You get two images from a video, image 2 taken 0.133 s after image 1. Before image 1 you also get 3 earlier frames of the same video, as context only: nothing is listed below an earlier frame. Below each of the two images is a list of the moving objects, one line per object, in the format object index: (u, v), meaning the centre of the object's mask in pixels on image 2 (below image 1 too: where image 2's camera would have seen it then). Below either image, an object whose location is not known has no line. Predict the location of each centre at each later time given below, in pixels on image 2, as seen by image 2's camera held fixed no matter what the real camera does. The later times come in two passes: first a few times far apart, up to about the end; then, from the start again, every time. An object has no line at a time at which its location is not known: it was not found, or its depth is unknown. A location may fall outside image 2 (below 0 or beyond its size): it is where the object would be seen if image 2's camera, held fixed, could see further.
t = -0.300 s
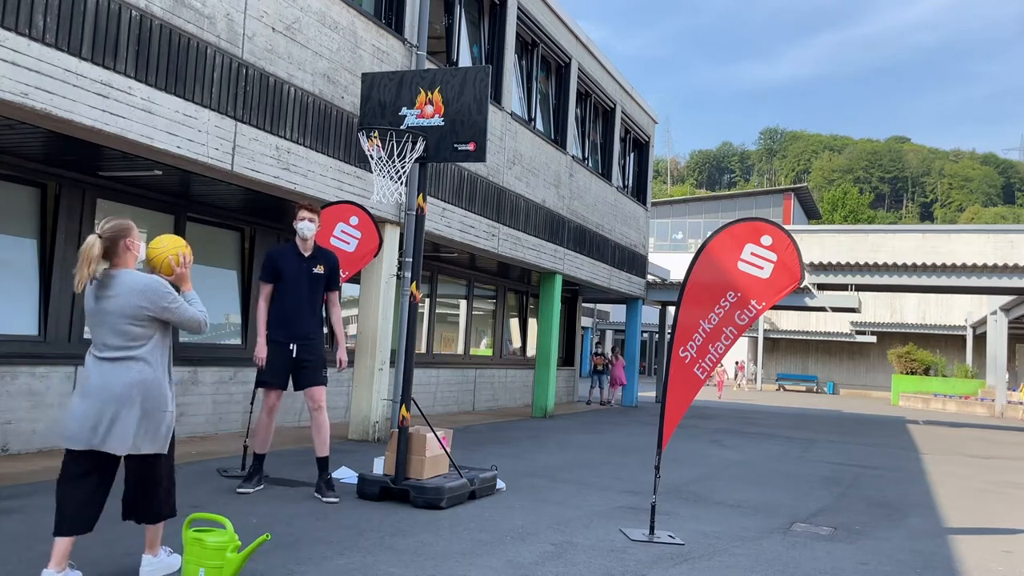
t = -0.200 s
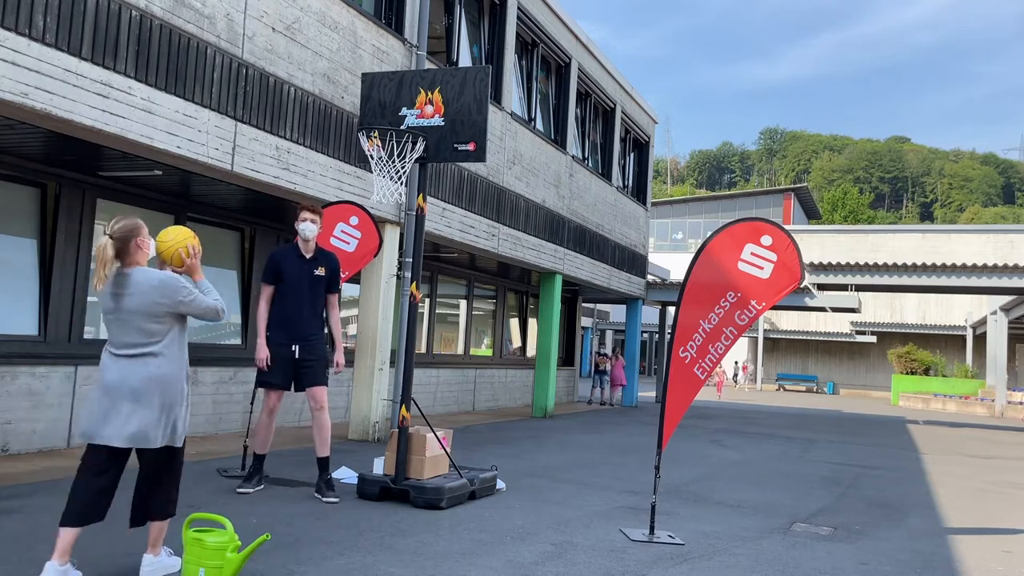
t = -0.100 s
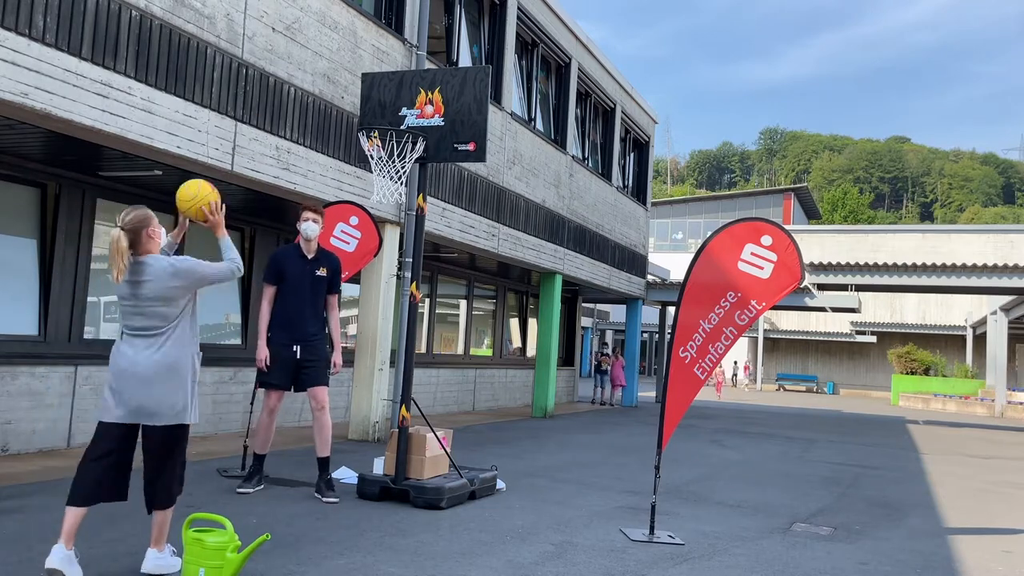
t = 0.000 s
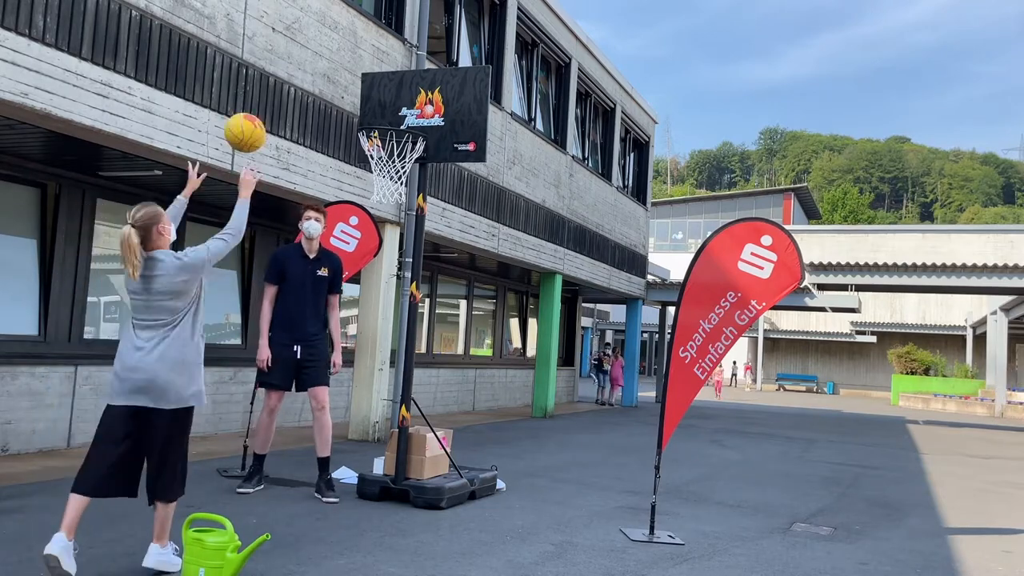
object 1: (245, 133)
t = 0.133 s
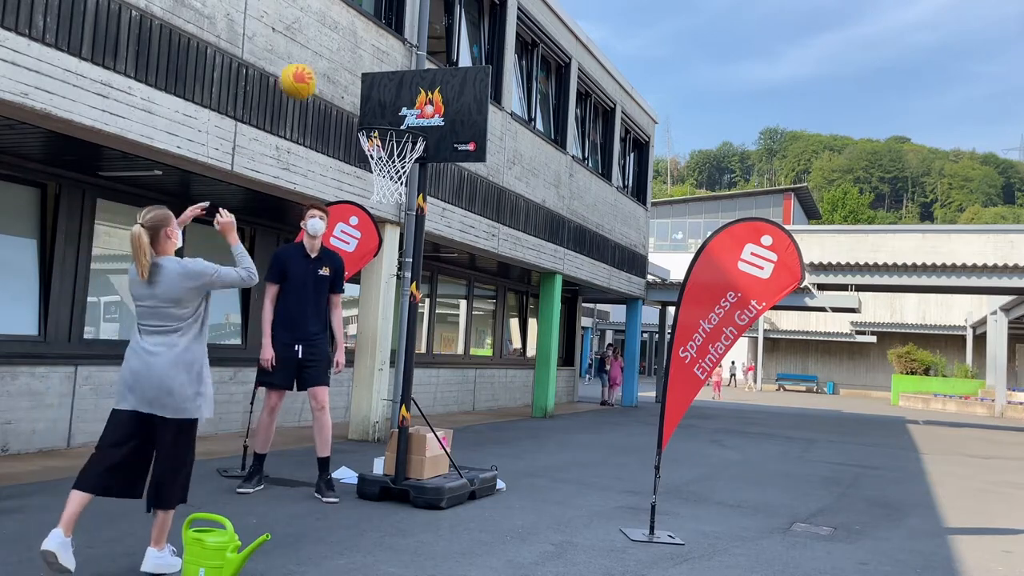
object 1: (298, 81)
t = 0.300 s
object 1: (348, 66)
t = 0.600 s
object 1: (395, 122)
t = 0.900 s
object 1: (370, 155)
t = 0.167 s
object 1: (309, 75)
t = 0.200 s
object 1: (320, 70)
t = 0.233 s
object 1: (330, 67)
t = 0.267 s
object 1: (339, 65)
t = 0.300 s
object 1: (348, 66)
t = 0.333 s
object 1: (357, 68)
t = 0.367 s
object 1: (365, 71)
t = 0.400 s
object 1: (373, 76)
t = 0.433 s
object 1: (380, 83)
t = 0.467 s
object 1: (387, 90)
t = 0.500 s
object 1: (394, 99)
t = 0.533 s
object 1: (400, 110)
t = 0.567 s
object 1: (401, 116)
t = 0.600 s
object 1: (395, 122)
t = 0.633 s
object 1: (389, 129)
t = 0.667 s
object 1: (382, 137)
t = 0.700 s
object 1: (374, 147)
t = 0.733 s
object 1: (369, 152)
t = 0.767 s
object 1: (366, 152)
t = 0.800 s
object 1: (366, 154)
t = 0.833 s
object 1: (366, 153)
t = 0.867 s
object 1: (367, 154)
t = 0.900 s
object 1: (370, 155)
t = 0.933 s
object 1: (373, 157)
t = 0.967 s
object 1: (377, 159)
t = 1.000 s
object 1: (381, 164)
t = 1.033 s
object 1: (385, 169)
